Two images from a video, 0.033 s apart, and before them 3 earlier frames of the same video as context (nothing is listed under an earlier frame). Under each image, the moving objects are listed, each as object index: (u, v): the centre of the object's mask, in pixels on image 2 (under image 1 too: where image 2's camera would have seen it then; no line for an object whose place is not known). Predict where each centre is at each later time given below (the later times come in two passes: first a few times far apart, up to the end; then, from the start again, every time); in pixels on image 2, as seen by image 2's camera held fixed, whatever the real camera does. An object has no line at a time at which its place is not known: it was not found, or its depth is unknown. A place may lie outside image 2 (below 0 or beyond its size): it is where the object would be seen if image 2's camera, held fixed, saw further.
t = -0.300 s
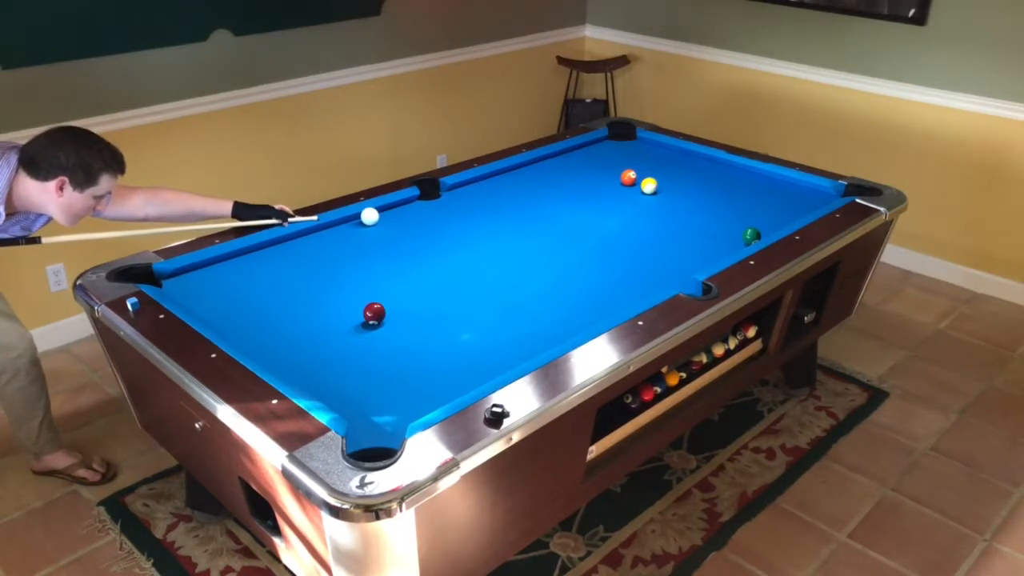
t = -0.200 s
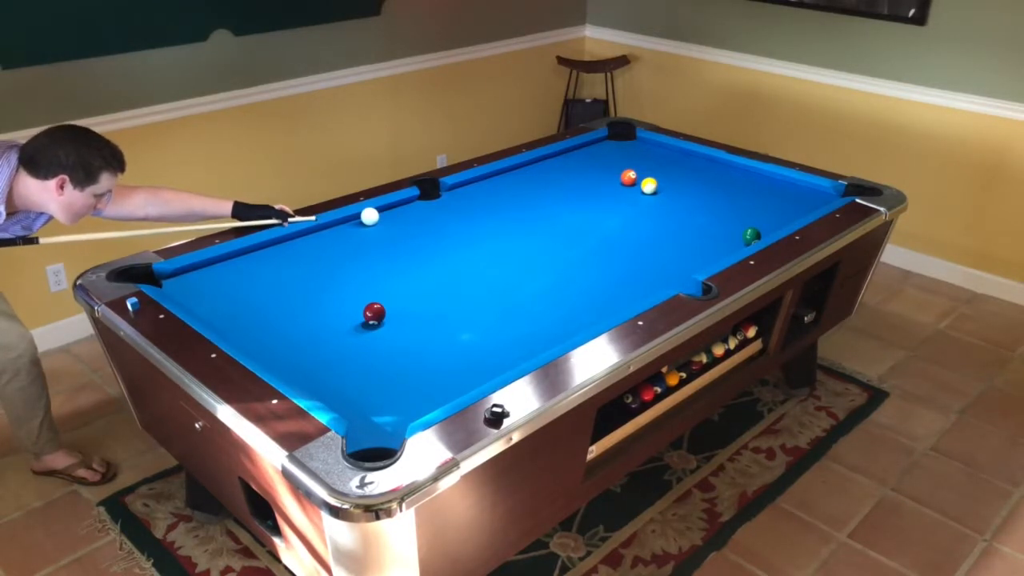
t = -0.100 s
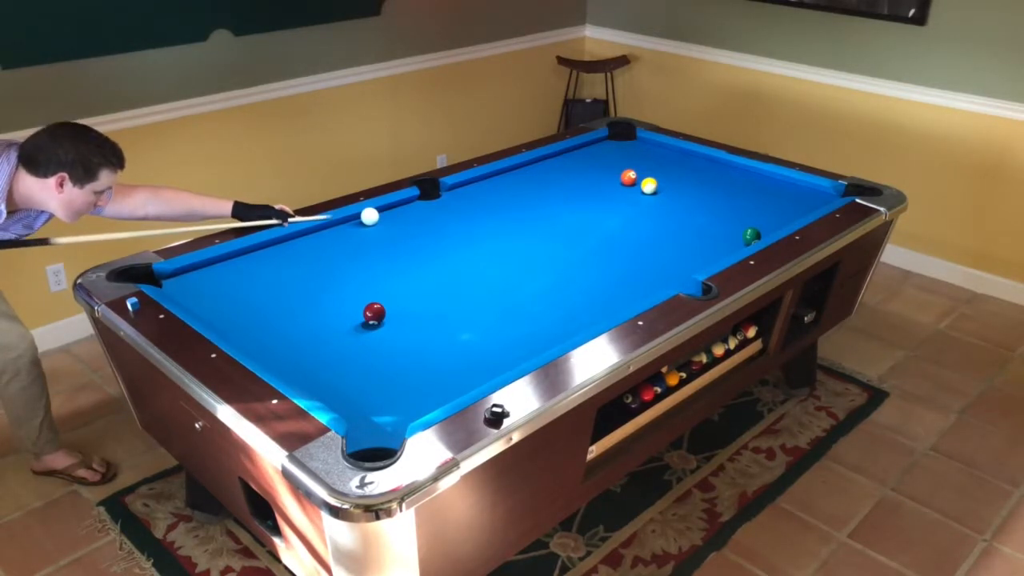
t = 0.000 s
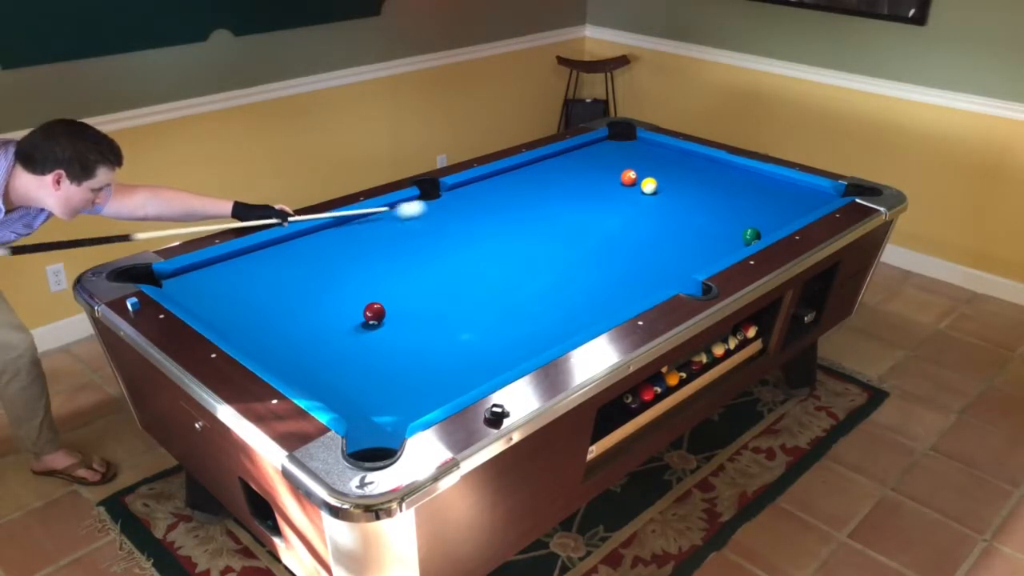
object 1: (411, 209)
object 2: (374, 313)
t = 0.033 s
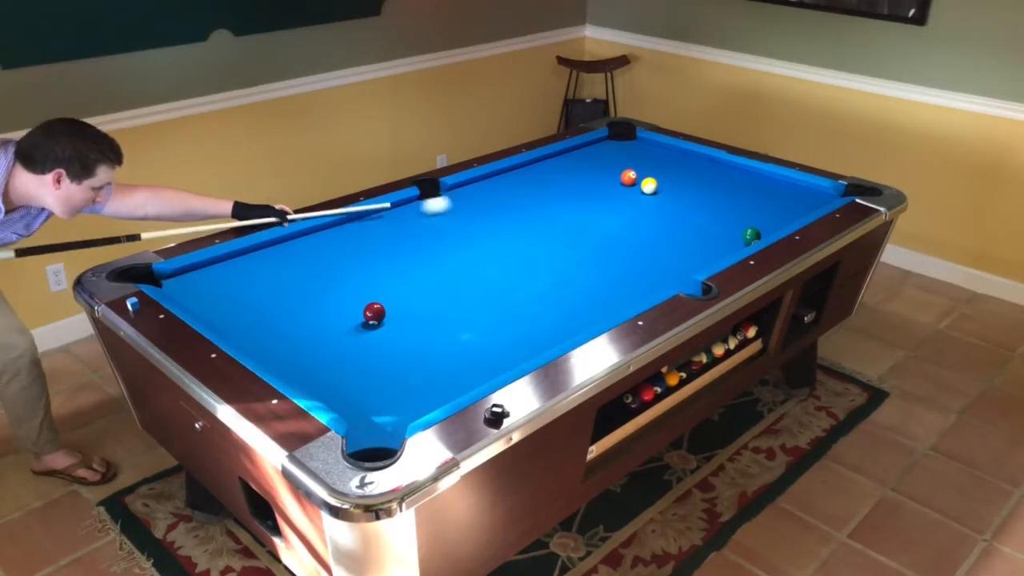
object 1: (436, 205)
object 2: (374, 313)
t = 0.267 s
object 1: (593, 179)
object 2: (374, 313)
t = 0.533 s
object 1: (646, 145)
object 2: (374, 313)
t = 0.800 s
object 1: (591, 151)
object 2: (374, 313)
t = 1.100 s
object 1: (535, 165)
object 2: (374, 313)
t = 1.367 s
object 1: (504, 183)
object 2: (374, 313)
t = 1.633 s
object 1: (471, 202)
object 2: (374, 313)
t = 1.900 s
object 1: (435, 222)
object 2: (374, 313)
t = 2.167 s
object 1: (396, 243)
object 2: (374, 313)
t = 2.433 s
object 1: (354, 266)
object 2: (374, 313)
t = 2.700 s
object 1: (309, 291)
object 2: (374, 313)
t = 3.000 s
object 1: (255, 322)
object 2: (374, 313)
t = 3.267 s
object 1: (265, 329)
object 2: (374, 313)
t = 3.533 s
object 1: (313, 322)
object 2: (374, 313)
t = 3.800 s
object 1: (351, 316)
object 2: (378, 313)
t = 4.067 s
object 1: (357, 314)
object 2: (401, 310)
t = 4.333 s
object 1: (359, 313)
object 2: (420, 308)
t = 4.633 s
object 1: (360, 313)
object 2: (439, 306)
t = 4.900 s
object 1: (360, 313)
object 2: (452, 305)
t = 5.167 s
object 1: (360, 313)
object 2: (463, 304)
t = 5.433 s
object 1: (360, 313)
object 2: (472, 303)
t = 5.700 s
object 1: (360, 313)
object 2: (478, 303)
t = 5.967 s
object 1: (360, 313)
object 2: (481, 303)
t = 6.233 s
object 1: (360, 313)
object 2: (482, 304)
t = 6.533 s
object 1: (360, 313)
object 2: (482, 303)
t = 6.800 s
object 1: (360, 313)
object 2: (482, 304)
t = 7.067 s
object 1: (360, 313)
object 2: (482, 304)
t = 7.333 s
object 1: (360, 313)
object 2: (482, 303)
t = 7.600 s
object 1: (360, 313)
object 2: (482, 304)
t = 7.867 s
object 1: (360, 313)
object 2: (482, 304)
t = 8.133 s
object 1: (360, 313)
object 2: (482, 304)
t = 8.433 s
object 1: (360, 313)
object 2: (482, 304)
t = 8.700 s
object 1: (360, 313)
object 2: (482, 304)
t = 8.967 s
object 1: (360, 313)
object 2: (482, 304)
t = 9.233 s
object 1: (360, 313)
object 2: (482, 304)
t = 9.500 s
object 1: (360, 313)
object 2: (482, 304)
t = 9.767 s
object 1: (360, 313)
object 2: (482, 304)
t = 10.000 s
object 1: (360, 313)
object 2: (482, 304)
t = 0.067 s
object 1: (460, 201)
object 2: (374, 313)
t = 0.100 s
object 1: (484, 197)
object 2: (374, 313)
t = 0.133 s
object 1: (507, 193)
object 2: (374, 313)
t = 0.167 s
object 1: (529, 190)
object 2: (374, 313)
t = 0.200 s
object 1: (551, 186)
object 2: (374, 313)
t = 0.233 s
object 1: (572, 182)
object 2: (374, 313)
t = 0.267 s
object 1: (593, 179)
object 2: (374, 313)
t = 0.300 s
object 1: (611, 175)
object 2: (374, 313)
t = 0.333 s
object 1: (616, 170)
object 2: (374, 313)
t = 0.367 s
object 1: (619, 166)
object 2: (374, 313)
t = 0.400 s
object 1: (624, 161)
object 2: (374, 313)
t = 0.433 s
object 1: (628, 157)
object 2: (374, 313)
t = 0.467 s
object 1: (634, 153)
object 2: (374, 313)
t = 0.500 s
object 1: (640, 149)
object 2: (374, 313)
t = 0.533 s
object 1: (646, 145)
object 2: (374, 313)
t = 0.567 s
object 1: (650, 142)
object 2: (374, 313)
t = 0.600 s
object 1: (642, 143)
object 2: (374, 313)
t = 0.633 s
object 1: (632, 145)
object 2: (374, 313)
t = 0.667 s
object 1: (624, 146)
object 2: (374, 313)
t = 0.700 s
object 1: (615, 147)
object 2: (374, 313)
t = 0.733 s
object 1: (607, 148)
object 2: (374, 313)
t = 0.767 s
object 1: (599, 149)
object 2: (374, 313)
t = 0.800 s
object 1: (591, 151)
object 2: (374, 313)
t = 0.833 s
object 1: (582, 152)
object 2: (374, 313)
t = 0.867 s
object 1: (574, 153)
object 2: (374, 313)
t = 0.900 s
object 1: (565, 154)
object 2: (374, 313)
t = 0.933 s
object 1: (557, 155)
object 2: (374, 313)
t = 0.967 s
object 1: (550, 157)
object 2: (374, 313)
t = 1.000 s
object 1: (546, 159)
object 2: (374, 313)
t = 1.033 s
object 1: (542, 161)
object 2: (374, 313)
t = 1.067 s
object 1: (539, 163)
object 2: (374, 313)
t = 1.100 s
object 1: (535, 165)
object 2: (374, 313)
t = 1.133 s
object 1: (531, 168)
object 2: (374, 313)
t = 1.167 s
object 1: (527, 170)
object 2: (374, 313)
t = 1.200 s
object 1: (524, 172)
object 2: (374, 313)
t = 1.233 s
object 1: (520, 174)
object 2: (374, 313)
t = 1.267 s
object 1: (516, 176)
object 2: (374, 313)
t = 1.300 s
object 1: (512, 179)
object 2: (374, 313)
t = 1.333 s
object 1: (508, 181)
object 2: (374, 313)
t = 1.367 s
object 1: (504, 183)
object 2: (374, 313)
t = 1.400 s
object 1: (500, 185)
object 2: (374, 313)
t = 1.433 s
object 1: (496, 188)
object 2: (374, 313)
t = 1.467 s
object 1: (492, 190)
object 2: (374, 313)
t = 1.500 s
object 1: (488, 192)
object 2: (374, 313)
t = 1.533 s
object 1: (483, 195)
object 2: (374, 313)
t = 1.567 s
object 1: (479, 197)
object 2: (374, 313)
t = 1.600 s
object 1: (475, 199)
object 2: (374, 313)
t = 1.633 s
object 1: (471, 202)
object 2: (374, 313)
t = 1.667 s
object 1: (466, 204)
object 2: (374, 313)
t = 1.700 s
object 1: (462, 206)
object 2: (374, 313)
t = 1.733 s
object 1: (458, 209)
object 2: (374, 313)
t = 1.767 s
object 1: (453, 211)
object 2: (374, 313)
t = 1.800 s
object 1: (448, 214)
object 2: (374, 313)
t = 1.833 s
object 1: (444, 217)
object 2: (374, 313)
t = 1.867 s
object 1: (439, 219)
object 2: (374, 313)
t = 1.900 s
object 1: (435, 222)
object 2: (374, 313)
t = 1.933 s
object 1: (430, 224)
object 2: (374, 313)
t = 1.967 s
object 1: (425, 227)
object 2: (374, 313)
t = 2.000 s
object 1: (421, 229)
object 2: (374, 313)
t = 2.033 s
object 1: (416, 232)
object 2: (374, 313)
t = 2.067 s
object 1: (411, 235)
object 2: (374, 313)
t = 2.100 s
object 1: (406, 237)
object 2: (374, 313)
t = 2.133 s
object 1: (401, 240)
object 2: (374, 313)
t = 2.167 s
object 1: (396, 243)
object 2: (374, 313)
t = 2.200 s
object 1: (391, 246)
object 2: (374, 313)
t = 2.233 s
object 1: (386, 249)
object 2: (374, 313)
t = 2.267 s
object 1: (381, 252)
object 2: (374, 313)
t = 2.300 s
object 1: (376, 254)
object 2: (374, 313)
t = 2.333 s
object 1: (370, 257)
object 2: (374, 313)
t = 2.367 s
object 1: (365, 260)
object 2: (374, 313)
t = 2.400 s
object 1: (360, 263)
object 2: (374, 313)
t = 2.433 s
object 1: (354, 266)
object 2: (374, 313)
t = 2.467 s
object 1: (349, 269)
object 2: (374, 313)
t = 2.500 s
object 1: (343, 272)
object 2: (374, 313)
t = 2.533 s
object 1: (338, 275)
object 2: (374, 313)
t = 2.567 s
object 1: (332, 279)
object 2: (374, 313)
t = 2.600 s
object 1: (326, 282)
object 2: (374, 313)
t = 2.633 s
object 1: (321, 285)
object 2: (374, 313)
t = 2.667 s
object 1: (315, 288)
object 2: (374, 313)
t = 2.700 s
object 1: (309, 291)
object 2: (374, 313)
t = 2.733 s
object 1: (303, 294)
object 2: (374, 313)
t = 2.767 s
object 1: (297, 298)
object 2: (374, 313)
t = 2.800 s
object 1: (292, 301)
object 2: (374, 313)
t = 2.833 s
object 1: (286, 304)
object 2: (374, 313)
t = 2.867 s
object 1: (279, 308)
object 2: (374, 313)
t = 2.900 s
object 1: (273, 312)
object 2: (374, 313)
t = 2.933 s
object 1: (267, 315)
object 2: (374, 313)
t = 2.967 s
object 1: (261, 318)
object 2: (374, 313)
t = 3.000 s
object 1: (255, 322)
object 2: (374, 313)
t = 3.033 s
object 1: (249, 325)
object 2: (374, 313)
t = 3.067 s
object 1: (243, 329)
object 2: (374, 313)
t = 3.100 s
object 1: (237, 331)
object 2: (374, 313)
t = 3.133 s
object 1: (241, 332)
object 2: (374, 313)
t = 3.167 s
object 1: (247, 332)
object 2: (374, 313)
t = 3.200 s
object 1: (253, 331)
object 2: (374, 313)
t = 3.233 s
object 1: (259, 330)
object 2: (374, 313)
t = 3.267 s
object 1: (265, 329)
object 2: (374, 313)
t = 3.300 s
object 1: (272, 328)
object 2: (374, 313)
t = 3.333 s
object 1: (278, 327)
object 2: (374, 313)
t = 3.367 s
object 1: (284, 326)
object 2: (374, 313)
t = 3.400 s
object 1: (290, 325)
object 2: (374, 313)
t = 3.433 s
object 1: (296, 324)
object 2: (374, 313)
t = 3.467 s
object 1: (301, 323)
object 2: (374, 313)
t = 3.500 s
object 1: (307, 323)
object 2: (374, 313)
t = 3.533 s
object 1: (313, 322)
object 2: (374, 313)
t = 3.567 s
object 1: (319, 321)
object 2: (374, 313)
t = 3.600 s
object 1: (324, 320)
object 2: (374, 313)
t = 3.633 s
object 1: (329, 319)
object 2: (374, 313)
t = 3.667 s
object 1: (335, 319)
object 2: (374, 313)
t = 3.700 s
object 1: (340, 318)
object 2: (374, 313)
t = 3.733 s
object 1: (345, 317)
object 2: (374, 313)
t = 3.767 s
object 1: (350, 316)
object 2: (374, 313)
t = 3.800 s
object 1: (351, 316)
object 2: (378, 313)
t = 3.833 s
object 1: (352, 316)
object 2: (381, 312)
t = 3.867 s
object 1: (353, 315)
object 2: (384, 312)
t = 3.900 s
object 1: (354, 315)
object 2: (387, 312)
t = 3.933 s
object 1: (354, 315)
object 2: (390, 311)
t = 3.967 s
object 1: (355, 314)
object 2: (392, 311)
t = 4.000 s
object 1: (356, 314)
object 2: (395, 311)
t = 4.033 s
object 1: (356, 314)
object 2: (398, 310)
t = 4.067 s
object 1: (357, 314)
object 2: (401, 310)
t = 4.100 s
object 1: (357, 314)
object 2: (403, 310)
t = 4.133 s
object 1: (358, 314)
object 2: (406, 310)
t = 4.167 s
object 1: (358, 313)
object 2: (408, 309)
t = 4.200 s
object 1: (359, 313)
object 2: (411, 308)
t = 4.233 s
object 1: (359, 313)
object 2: (413, 309)
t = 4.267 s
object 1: (359, 313)
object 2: (416, 308)
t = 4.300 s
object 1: (359, 313)
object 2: (418, 308)
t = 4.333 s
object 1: (359, 313)
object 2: (420, 308)
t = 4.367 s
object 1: (360, 313)
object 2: (422, 307)
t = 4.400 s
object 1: (360, 313)
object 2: (425, 308)
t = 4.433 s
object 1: (360, 313)
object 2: (427, 308)
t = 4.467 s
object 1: (360, 313)
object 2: (429, 307)
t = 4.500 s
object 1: (360, 313)
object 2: (431, 307)
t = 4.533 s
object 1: (360, 313)
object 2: (433, 307)
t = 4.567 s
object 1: (360, 313)
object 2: (435, 307)
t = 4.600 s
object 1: (360, 313)
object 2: (437, 307)
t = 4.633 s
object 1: (360, 313)
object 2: (439, 306)
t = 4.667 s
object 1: (360, 313)
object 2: (441, 306)
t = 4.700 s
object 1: (360, 313)
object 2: (442, 306)
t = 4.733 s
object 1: (360, 313)
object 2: (444, 306)
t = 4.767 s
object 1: (360, 313)
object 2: (446, 306)
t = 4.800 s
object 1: (360, 313)
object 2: (448, 305)
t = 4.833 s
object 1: (360, 313)
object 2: (449, 305)
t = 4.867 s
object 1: (360, 313)
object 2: (451, 305)
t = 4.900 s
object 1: (360, 313)
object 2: (452, 305)
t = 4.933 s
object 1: (360, 313)
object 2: (454, 305)
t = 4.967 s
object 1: (360, 313)
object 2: (455, 305)
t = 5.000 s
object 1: (360, 313)
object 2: (457, 305)
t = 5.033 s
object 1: (360, 313)
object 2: (458, 305)
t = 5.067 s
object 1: (360, 313)
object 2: (460, 305)
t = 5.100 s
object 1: (360, 313)
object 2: (461, 304)
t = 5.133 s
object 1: (360, 313)
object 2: (462, 304)
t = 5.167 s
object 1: (360, 313)
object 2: (463, 304)
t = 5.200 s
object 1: (360, 313)
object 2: (465, 304)
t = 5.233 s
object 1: (360, 313)
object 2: (466, 304)
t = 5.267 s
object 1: (360, 313)
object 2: (467, 303)
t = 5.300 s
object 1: (360, 313)
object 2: (468, 303)
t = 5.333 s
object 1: (360, 313)
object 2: (469, 304)
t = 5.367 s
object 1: (360, 313)
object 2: (470, 304)
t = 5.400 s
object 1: (360, 313)
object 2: (471, 303)
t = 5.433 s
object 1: (360, 313)
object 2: (472, 303)
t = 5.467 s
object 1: (360, 313)
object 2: (473, 303)
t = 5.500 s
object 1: (360, 313)
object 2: (474, 303)
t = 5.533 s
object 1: (360, 313)
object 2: (474, 303)
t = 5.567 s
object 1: (360, 313)
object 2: (475, 303)
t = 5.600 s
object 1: (360, 313)
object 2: (476, 303)
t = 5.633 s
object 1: (360, 313)
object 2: (476, 303)
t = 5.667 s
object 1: (360, 313)
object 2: (477, 303)
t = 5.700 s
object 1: (360, 313)
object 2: (478, 303)
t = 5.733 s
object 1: (360, 313)
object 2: (478, 303)
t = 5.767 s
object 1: (360, 313)
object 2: (479, 303)
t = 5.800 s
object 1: (360, 313)
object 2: (479, 303)
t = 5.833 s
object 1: (360, 313)
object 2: (480, 303)
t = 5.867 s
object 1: (360, 313)
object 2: (480, 303)
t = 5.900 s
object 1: (360, 313)
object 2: (480, 303)
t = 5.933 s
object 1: (360, 313)
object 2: (481, 303)
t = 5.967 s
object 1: (360, 313)
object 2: (481, 303)
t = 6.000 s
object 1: (360, 313)
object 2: (481, 303)
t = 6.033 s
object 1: (360, 313)
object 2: (481, 303)
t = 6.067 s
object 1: (360, 313)
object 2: (482, 303)
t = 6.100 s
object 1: (360, 313)
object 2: (482, 303)
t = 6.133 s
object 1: (360, 313)
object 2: (482, 303)
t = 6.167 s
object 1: (360, 313)
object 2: (482, 304)
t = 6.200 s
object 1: (360, 313)
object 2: (482, 304)
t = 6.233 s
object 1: (360, 313)
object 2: (482, 304)
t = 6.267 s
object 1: (360, 313)
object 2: (482, 303)
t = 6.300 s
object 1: (360, 313)
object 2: (482, 303)
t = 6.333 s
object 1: (360, 313)
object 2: (482, 304)
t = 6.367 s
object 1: (360, 313)
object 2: (482, 304)
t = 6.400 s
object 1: (360, 313)
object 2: (482, 304)
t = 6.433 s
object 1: (360, 313)
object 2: (482, 304)
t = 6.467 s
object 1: (360, 313)
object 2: (482, 304)
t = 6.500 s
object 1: (360, 313)
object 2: (482, 304)
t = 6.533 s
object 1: (360, 313)
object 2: (482, 303)
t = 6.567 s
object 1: (360, 313)
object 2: (482, 304)
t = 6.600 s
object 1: (360, 313)
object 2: (482, 303)
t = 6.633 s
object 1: (360, 313)
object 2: (482, 303)
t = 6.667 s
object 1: (360, 313)
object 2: (482, 304)
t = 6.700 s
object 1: (360, 313)
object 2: (482, 303)
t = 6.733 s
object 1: (360, 313)
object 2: (482, 304)
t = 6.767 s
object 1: (360, 313)
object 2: (482, 304)
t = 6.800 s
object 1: (360, 313)
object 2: (482, 304)
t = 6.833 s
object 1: (360, 313)
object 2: (482, 304)
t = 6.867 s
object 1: (360, 313)
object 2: (482, 304)
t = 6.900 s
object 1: (360, 313)
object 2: (482, 303)
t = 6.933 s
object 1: (360, 313)
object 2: (482, 304)
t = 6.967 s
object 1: (360, 313)
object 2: (482, 303)
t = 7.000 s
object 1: (360, 313)
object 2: (482, 304)
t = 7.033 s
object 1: (360, 313)
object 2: (482, 304)
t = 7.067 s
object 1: (360, 313)
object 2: (482, 304)
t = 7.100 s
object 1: (360, 313)
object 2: (482, 304)
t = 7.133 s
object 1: (360, 313)
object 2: (482, 304)
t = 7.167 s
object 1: (360, 313)
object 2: (482, 304)
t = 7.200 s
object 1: (360, 313)
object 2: (482, 303)
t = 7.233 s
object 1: (360, 313)
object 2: (482, 303)
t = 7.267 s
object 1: (360, 313)
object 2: (482, 304)
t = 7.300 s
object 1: (360, 313)
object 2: (482, 304)
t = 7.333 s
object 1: (360, 313)
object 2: (482, 303)
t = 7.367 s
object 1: (360, 313)
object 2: (482, 304)
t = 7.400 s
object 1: (360, 313)
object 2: (482, 303)
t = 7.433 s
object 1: (360, 313)
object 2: (482, 304)
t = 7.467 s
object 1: (360, 313)
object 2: (482, 304)
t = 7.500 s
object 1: (360, 313)
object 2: (482, 303)
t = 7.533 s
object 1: (360, 313)
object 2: (482, 304)
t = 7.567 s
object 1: (360, 313)
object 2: (482, 304)
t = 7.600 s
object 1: (360, 313)
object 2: (482, 304)
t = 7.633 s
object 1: (360, 313)
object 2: (482, 304)
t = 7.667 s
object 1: (360, 313)
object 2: (482, 303)
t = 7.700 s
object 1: (360, 313)
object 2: (482, 304)
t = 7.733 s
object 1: (360, 313)
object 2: (482, 304)
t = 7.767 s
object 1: (360, 313)
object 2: (482, 304)
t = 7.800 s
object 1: (360, 313)
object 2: (482, 304)
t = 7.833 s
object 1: (360, 313)
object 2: (482, 304)
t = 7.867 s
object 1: (360, 313)
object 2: (482, 304)
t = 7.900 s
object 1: (360, 313)
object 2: (482, 303)
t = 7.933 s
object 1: (360, 313)
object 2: (482, 304)
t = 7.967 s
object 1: (360, 313)
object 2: (482, 304)
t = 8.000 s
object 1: (360, 313)
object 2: (482, 303)
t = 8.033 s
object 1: (360, 313)
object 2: (482, 304)
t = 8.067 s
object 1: (360, 313)
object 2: (482, 303)
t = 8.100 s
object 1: (360, 313)
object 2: (482, 304)
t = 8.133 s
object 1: (360, 313)
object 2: (482, 304)
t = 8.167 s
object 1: (360, 313)
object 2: (482, 303)
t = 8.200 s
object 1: (360, 313)
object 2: (482, 304)
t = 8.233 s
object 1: (360, 313)
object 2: (482, 304)
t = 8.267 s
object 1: (360, 313)
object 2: (482, 303)
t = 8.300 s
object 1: (360, 313)
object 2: (482, 303)
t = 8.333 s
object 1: (360, 313)
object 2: (482, 304)
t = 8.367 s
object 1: (360, 313)
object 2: (482, 304)
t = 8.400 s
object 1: (360, 313)
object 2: (482, 303)
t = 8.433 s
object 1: (360, 313)
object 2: (482, 304)
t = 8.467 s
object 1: (360, 313)
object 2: (482, 304)
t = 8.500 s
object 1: (360, 313)
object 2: (482, 304)
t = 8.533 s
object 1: (360, 313)
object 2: (482, 304)
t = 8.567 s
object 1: (360, 313)
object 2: (482, 304)
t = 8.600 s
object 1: (360, 313)
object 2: (482, 304)
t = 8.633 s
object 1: (360, 313)
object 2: (482, 304)
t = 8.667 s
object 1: (360, 313)
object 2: (482, 304)
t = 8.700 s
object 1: (360, 313)
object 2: (482, 304)
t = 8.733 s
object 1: (360, 313)
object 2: (482, 304)
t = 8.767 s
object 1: (360, 313)
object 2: (482, 304)
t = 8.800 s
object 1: (360, 313)
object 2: (482, 303)
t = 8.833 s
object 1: (360, 313)
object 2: (482, 304)
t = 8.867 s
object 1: (360, 313)
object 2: (482, 304)
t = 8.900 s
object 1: (360, 313)
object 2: (482, 304)
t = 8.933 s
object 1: (360, 313)
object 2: (482, 304)
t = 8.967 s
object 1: (360, 313)
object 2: (482, 304)
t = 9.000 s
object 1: (360, 313)
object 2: (482, 303)
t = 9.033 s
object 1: (360, 313)
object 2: (482, 304)
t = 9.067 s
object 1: (360, 313)
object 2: (482, 304)
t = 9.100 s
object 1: (360, 313)
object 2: (482, 304)
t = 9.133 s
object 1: (360, 313)
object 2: (482, 304)
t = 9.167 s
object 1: (360, 313)
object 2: (482, 304)
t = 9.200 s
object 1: (360, 313)
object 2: (482, 304)
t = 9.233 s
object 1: (360, 313)
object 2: (482, 304)
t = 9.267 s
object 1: (360, 313)
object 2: (482, 304)
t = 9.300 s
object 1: (360, 313)
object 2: (482, 304)
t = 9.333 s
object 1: (360, 313)
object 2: (482, 304)
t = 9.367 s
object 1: (360, 313)
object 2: (482, 304)
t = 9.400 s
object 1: (360, 313)
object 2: (482, 304)
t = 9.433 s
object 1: (360, 313)
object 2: (482, 304)
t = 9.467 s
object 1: (360, 313)
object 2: (482, 304)
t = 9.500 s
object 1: (360, 313)
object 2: (482, 304)
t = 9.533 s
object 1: (360, 313)
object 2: (482, 303)
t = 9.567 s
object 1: (360, 313)
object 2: (482, 304)
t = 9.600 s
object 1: (360, 313)
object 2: (482, 304)
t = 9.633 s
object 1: (360, 313)
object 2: (482, 304)
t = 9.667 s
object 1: (360, 313)
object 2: (482, 304)
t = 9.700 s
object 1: (360, 313)
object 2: (482, 304)
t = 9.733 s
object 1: (360, 313)
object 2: (482, 304)
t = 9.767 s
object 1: (360, 313)
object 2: (482, 304)
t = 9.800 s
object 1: (360, 313)
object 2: (482, 304)
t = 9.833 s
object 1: (360, 313)
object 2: (482, 304)
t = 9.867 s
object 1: (360, 313)
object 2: (482, 304)
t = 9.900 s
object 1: (360, 313)
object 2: (482, 304)
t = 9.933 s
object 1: (360, 313)
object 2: (482, 304)
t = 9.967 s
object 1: (360, 313)
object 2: (482, 304)
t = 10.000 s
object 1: (360, 313)
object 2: (482, 304)
